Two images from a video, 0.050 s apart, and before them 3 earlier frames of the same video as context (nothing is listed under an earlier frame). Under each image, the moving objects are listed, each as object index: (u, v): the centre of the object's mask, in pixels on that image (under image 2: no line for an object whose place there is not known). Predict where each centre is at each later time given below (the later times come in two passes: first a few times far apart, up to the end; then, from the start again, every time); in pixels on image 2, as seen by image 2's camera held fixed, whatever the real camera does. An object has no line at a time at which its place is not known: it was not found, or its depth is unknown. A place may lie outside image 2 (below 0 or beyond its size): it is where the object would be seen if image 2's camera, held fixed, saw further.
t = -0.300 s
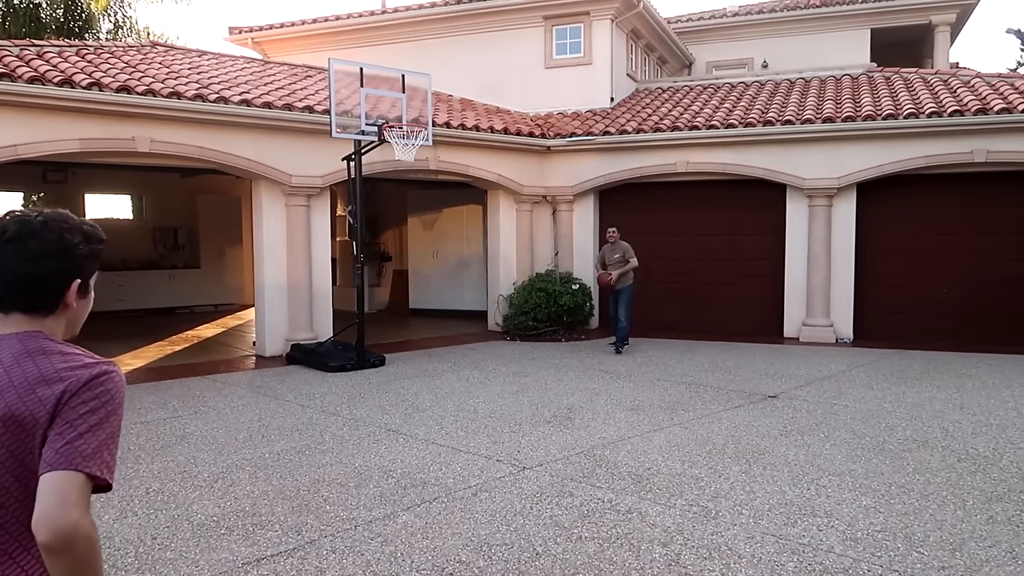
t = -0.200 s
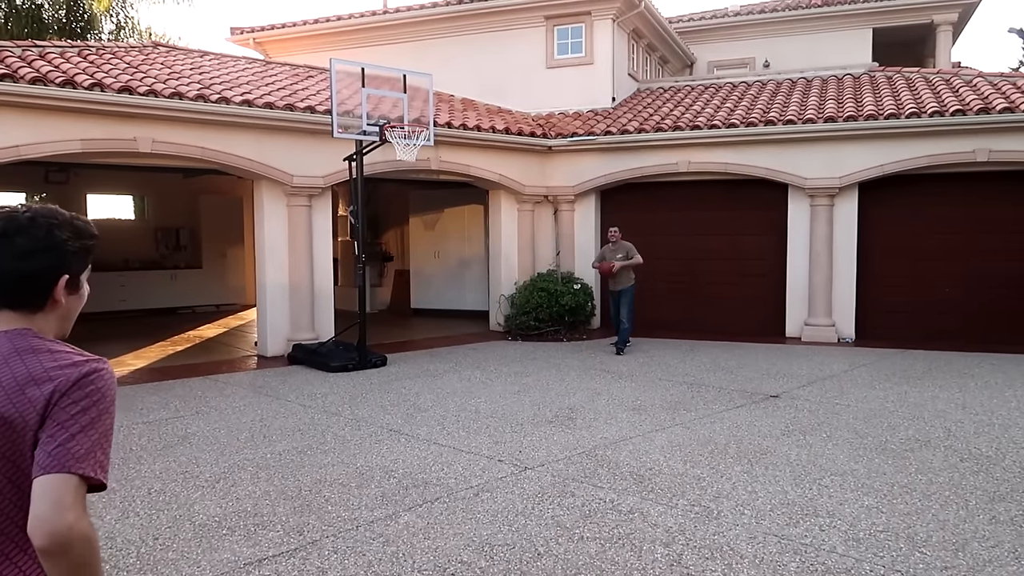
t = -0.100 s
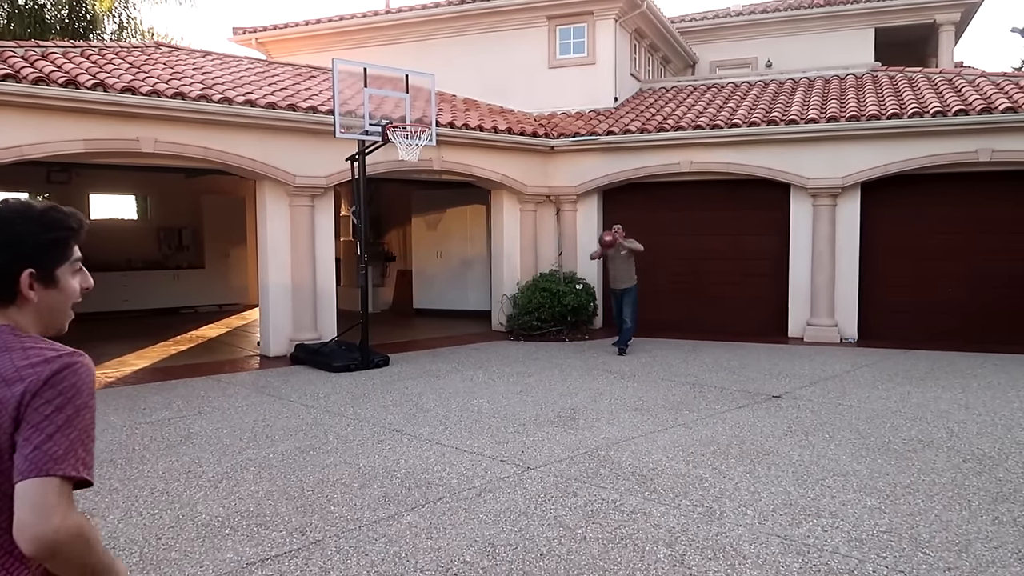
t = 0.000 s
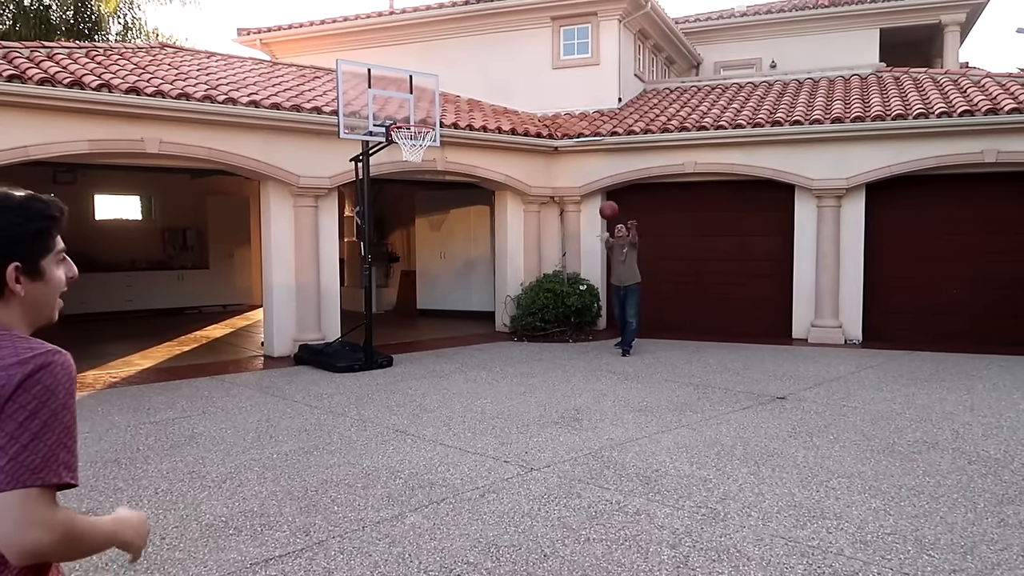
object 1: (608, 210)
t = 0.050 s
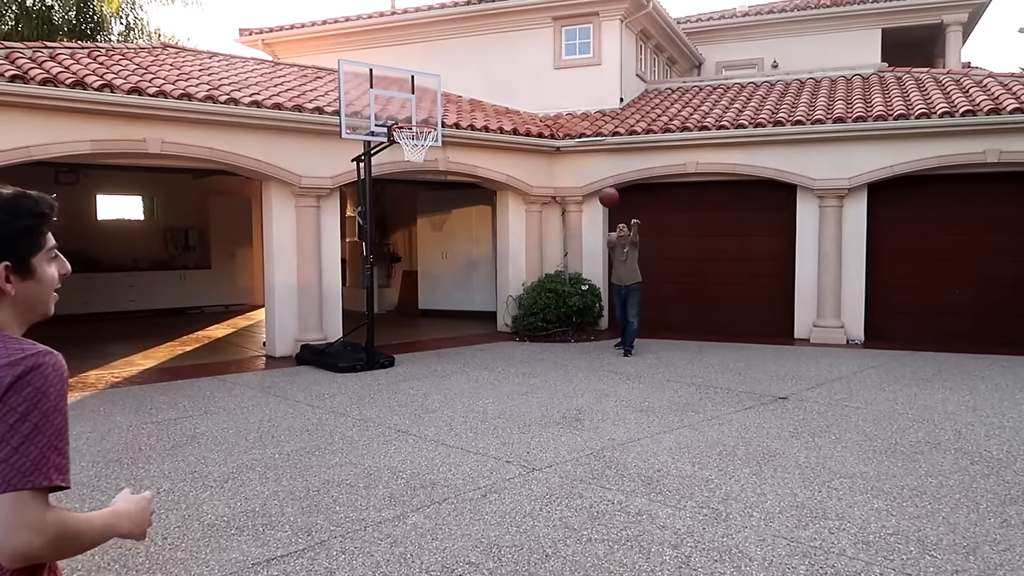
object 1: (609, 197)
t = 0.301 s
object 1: (597, 148)
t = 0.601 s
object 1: (577, 155)
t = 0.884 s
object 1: (545, 312)
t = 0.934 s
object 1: (534, 373)
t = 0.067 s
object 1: (609, 194)
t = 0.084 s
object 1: (607, 189)
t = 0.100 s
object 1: (607, 185)
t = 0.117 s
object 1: (606, 181)
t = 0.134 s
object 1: (605, 177)
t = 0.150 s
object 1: (604, 174)
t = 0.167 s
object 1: (604, 170)
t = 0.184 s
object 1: (603, 167)
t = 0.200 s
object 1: (602, 163)
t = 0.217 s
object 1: (601, 160)
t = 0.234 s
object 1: (600, 157)
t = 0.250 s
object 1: (599, 155)
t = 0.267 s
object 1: (599, 152)
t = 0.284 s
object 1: (598, 150)
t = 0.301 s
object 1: (597, 148)
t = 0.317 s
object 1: (596, 146)
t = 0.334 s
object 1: (595, 144)
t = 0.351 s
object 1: (594, 143)
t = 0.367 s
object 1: (593, 143)
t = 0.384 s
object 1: (592, 141)
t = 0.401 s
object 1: (591, 140)
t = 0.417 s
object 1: (590, 140)
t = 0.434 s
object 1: (590, 140)
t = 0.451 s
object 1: (589, 139)
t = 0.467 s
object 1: (587, 140)
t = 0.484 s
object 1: (586, 140)
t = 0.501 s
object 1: (585, 141)
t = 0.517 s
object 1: (584, 143)
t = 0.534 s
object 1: (582, 144)
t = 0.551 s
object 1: (581, 146)
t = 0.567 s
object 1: (580, 149)
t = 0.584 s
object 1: (579, 152)
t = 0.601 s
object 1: (577, 155)
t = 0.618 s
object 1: (576, 159)
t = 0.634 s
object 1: (575, 163)
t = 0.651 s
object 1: (573, 168)
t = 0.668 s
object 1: (572, 174)
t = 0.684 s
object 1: (570, 180)
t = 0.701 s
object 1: (568, 187)
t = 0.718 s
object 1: (567, 194)
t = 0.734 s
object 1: (565, 202)
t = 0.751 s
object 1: (563, 210)
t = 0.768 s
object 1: (561, 219)
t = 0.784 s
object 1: (559, 230)
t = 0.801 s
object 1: (557, 241)
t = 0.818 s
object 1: (556, 253)
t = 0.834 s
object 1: (553, 267)
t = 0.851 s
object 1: (551, 280)
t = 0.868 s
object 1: (549, 295)
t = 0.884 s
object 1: (545, 312)
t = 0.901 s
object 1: (540, 330)
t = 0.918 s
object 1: (536, 351)
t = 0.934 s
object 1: (534, 373)
